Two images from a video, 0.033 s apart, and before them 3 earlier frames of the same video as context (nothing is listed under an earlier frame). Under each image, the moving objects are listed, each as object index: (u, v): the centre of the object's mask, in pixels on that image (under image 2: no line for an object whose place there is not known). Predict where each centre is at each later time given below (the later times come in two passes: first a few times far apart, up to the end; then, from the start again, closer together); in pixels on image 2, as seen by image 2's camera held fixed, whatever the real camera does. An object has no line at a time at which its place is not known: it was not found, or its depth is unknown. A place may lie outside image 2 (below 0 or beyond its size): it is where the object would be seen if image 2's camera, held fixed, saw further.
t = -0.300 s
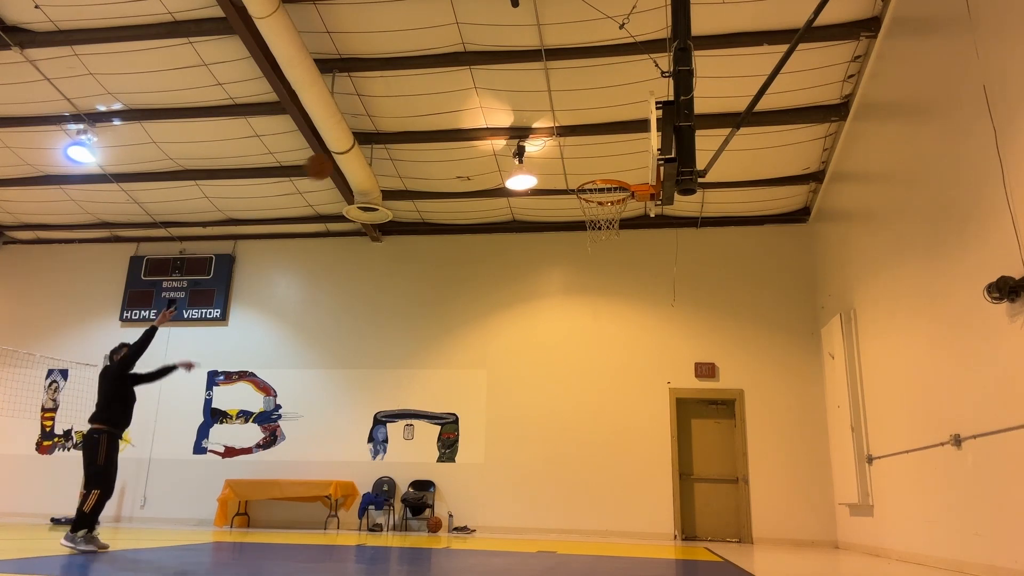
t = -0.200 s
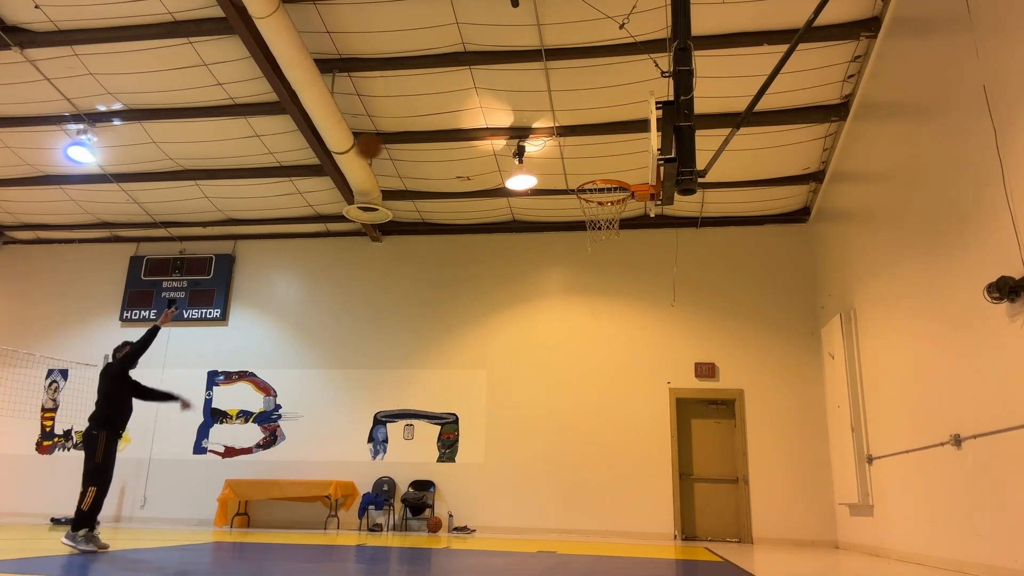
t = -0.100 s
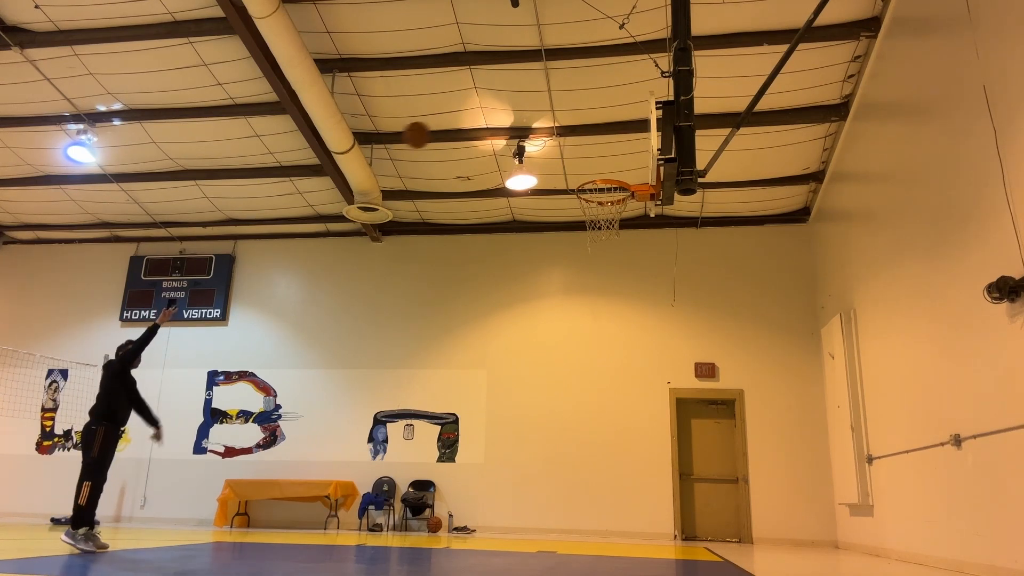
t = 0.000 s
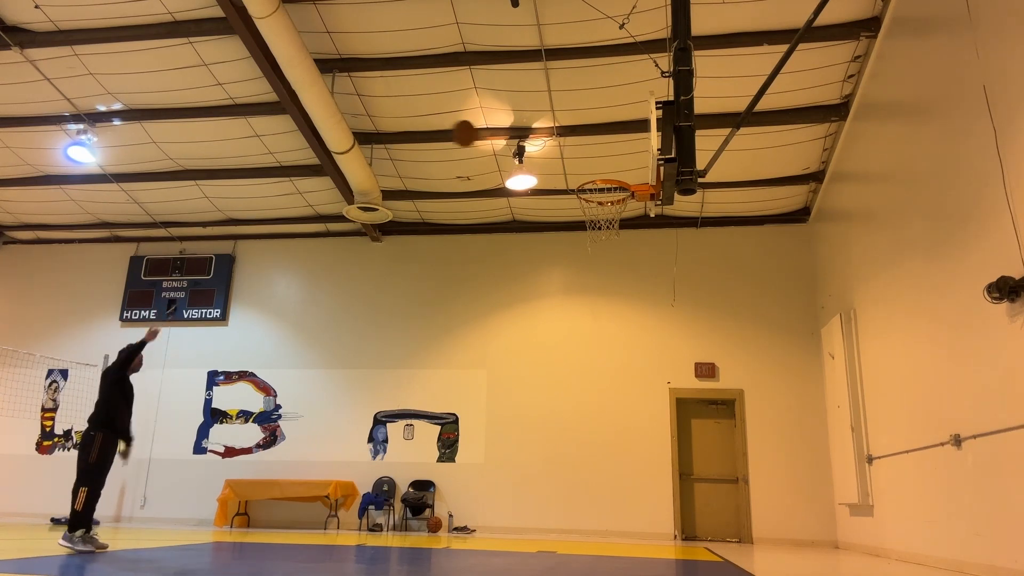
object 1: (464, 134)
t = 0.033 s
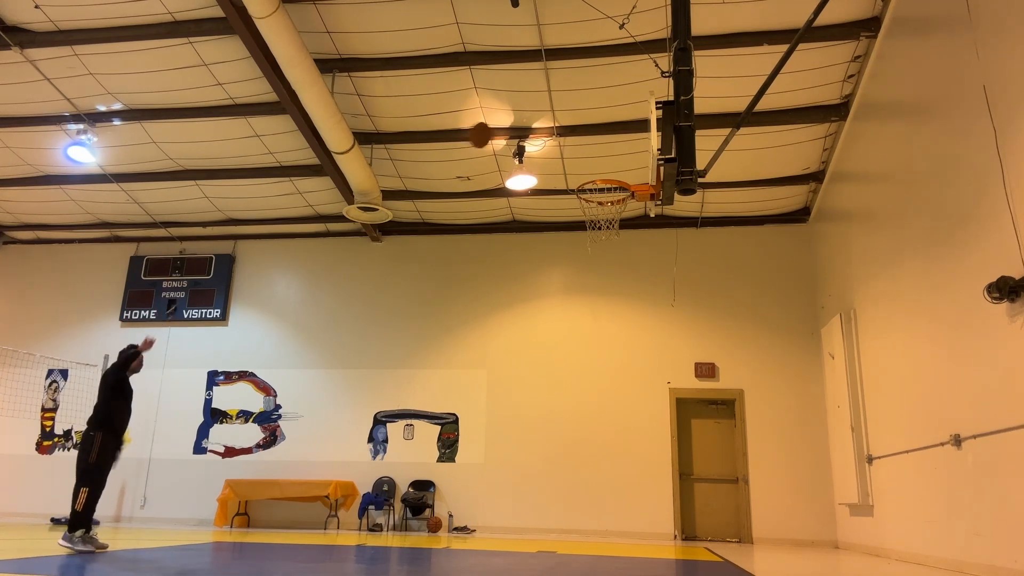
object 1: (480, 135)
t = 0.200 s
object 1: (561, 159)
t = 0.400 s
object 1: (604, 232)
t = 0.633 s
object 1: (576, 344)
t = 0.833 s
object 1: (552, 490)
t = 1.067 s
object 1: (517, 434)
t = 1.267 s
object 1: (488, 351)
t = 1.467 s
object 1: (461, 316)
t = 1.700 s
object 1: (429, 323)
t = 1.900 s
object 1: (400, 368)
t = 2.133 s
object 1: (363, 466)
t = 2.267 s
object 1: (343, 528)
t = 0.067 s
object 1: (496, 138)
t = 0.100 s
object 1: (513, 142)
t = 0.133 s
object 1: (527, 146)
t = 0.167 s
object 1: (545, 153)
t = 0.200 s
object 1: (561, 159)
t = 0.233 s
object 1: (578, 168)
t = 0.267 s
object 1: (594, 176)
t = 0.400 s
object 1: (604, 232)
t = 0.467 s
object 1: (598, 257)
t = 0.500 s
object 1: (593, 272)
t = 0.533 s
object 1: (589, 288)
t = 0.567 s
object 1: (585, 305)
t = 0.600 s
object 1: (581, 324)
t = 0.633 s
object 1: (576, 344)
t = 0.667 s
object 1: (572, 365)
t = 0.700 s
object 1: (568, 387)
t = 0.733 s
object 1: (565, 411)
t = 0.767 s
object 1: (561, 436)
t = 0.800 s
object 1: (557, 461)
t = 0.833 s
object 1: (552, 490)
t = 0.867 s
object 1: (548, 518)
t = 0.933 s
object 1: (538, 524)
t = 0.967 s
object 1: (533, 498)
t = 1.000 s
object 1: (528, 475)
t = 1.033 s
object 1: (522, 454)
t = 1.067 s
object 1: (517, 434)
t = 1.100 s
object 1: (512, 416)
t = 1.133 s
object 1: (507, 400)
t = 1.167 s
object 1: (502, 386)
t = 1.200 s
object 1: (498, 373)
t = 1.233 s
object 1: (493, 362)
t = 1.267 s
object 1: (488, 351)
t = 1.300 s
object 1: (484, 343)
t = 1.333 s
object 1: (479, 335)
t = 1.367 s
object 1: (474, 328)
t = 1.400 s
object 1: (470, 323)
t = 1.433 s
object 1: (466, 319)
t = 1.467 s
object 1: (461, 316)
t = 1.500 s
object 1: (456, 314)
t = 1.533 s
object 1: (452, 313)
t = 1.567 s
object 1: (447, 313)
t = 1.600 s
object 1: (443, 314)
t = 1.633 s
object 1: (438, 316)
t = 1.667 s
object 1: (434, 319)
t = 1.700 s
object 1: (429, 323)
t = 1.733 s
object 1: (424, 328)
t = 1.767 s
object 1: (420, 334)
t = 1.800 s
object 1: (414, 341)
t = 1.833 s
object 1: (410, 349)
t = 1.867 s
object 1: (405, 358)
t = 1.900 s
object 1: (400, 368)
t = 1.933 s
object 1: (395, 379)
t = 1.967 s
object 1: (390, 390)
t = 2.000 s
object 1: (385, 403)
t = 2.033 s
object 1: (380, 417)
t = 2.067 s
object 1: (374, 433)
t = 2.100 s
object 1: (368, 449)
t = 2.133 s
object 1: (363, 466)
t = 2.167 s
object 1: (358, 483)
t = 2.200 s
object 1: (351, 504)
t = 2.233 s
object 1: (346, 526)
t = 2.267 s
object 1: (343, 528)
